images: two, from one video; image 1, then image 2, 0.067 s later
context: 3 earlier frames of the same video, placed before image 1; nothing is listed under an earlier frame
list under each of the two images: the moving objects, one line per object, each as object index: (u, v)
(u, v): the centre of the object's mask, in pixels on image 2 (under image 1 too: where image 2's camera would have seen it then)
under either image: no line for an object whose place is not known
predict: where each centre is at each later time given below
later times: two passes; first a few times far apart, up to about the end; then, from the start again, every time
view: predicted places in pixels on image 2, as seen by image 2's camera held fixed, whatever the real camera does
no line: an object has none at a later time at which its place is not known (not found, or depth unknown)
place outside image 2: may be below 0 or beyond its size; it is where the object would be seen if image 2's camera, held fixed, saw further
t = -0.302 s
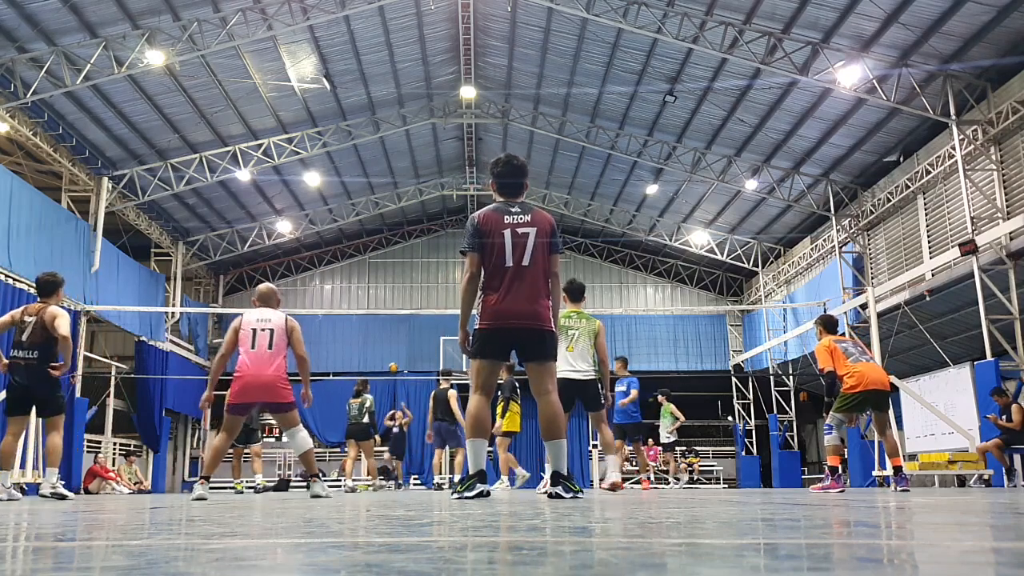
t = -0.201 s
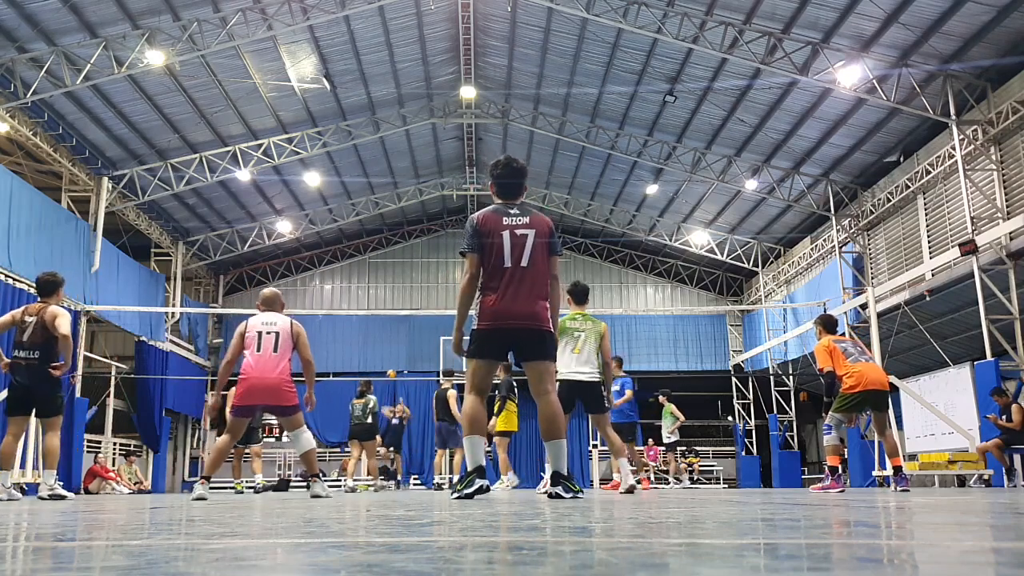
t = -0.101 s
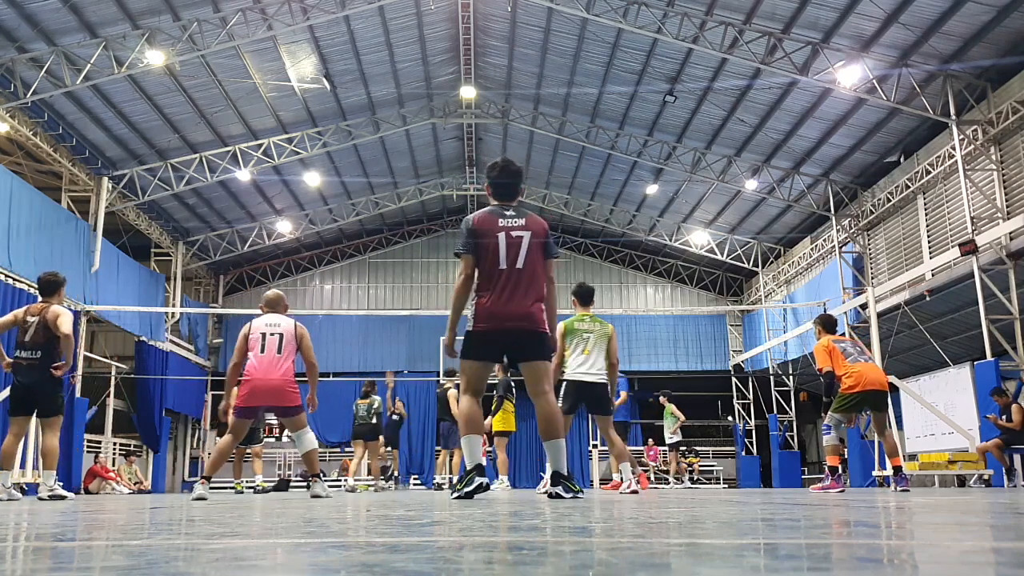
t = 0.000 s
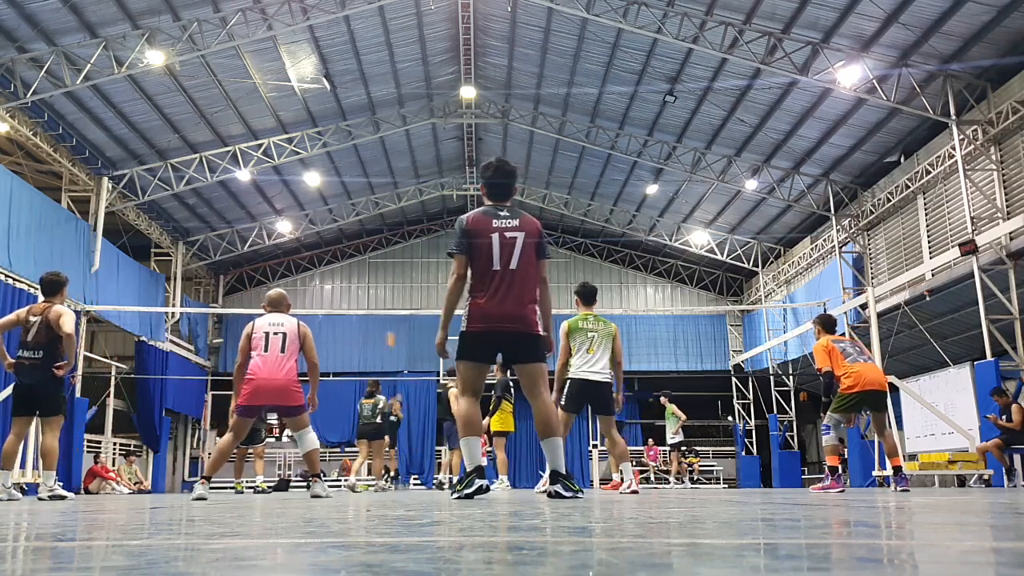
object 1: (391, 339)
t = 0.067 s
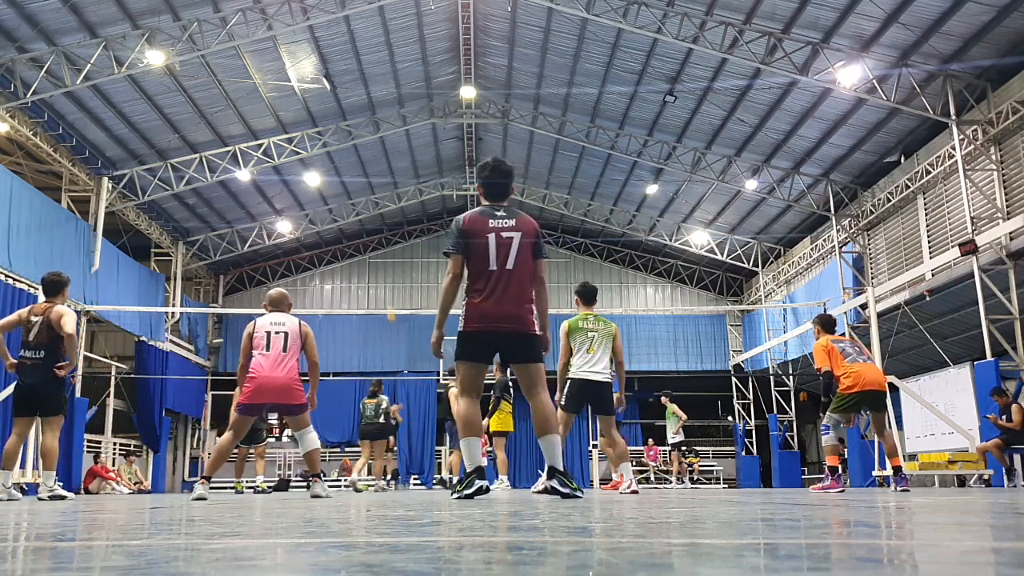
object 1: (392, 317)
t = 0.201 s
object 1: (392, 266)
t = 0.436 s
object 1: (394, 189)
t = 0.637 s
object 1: (390, 132)
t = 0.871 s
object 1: (379, 87)
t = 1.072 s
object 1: (362, 71)
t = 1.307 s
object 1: (331, 96)
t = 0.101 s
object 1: (391, 301)
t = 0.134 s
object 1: (392, 289)
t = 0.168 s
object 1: (392, 277)
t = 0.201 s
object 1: (392, 266)
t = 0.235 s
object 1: (393, 255)
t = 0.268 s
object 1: (393, 243)
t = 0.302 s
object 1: (393, 233)
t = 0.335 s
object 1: (393, 222)
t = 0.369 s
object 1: (394, 211)
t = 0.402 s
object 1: (394, 199)
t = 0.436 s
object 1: (394, 189)
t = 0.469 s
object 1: (394, 179)
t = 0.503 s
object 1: (394, 169)
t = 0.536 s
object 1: (393, 160)
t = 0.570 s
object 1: (393, 150)
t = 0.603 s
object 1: (391, 141)
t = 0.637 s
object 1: (390, 132)
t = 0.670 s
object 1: (389, 124)
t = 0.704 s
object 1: (388, 117)
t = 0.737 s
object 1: (387, 111)
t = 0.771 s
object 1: (385, 103)
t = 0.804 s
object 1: (383, 97)
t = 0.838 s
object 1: (381, 92)
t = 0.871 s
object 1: (379, 87)
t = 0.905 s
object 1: (376, 82)
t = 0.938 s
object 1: (374, 78)
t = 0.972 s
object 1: (371, 76)
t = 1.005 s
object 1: (368, 74)
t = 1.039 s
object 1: (365, 72)
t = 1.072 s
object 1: (362, 71)
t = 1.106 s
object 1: (358, 71)
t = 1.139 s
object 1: (355, 72)
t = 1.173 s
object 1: (351, 76)
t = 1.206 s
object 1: (346, 78)
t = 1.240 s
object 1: (342, 83)
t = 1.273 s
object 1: (337, 88)
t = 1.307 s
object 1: (331, 96)
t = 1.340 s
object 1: (324, 105)
